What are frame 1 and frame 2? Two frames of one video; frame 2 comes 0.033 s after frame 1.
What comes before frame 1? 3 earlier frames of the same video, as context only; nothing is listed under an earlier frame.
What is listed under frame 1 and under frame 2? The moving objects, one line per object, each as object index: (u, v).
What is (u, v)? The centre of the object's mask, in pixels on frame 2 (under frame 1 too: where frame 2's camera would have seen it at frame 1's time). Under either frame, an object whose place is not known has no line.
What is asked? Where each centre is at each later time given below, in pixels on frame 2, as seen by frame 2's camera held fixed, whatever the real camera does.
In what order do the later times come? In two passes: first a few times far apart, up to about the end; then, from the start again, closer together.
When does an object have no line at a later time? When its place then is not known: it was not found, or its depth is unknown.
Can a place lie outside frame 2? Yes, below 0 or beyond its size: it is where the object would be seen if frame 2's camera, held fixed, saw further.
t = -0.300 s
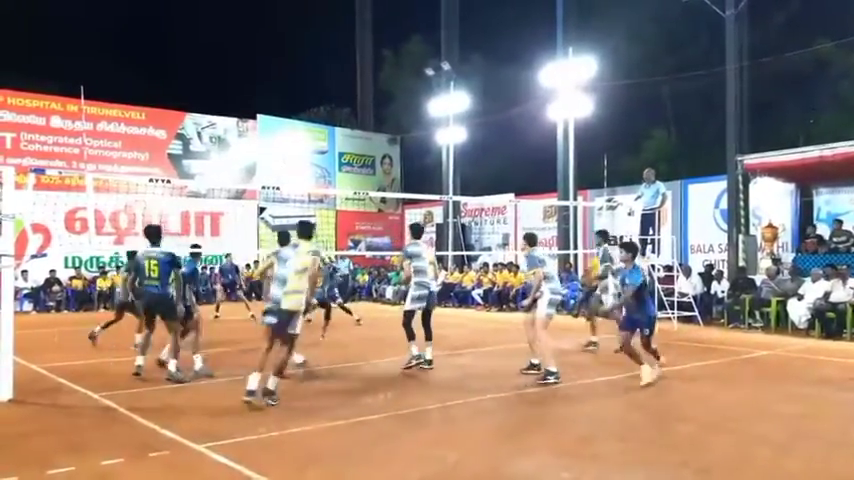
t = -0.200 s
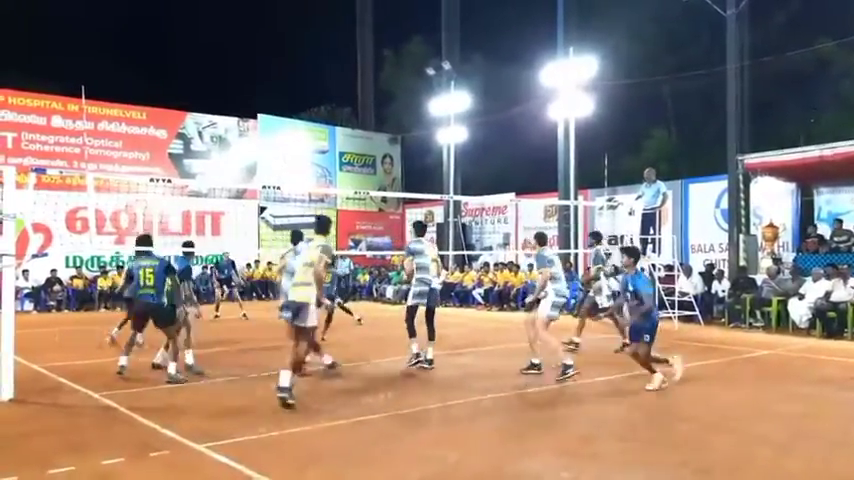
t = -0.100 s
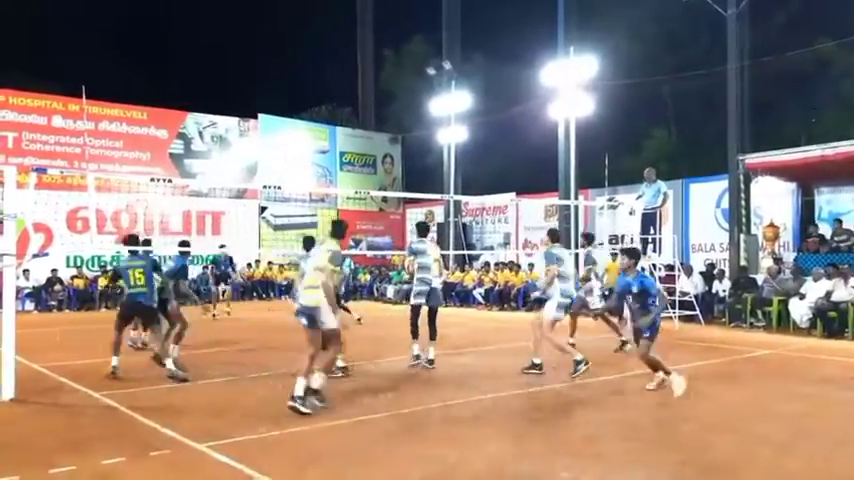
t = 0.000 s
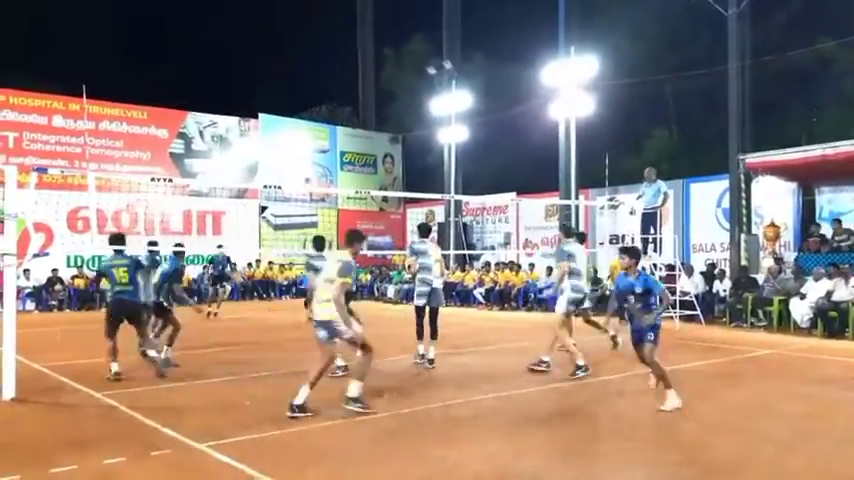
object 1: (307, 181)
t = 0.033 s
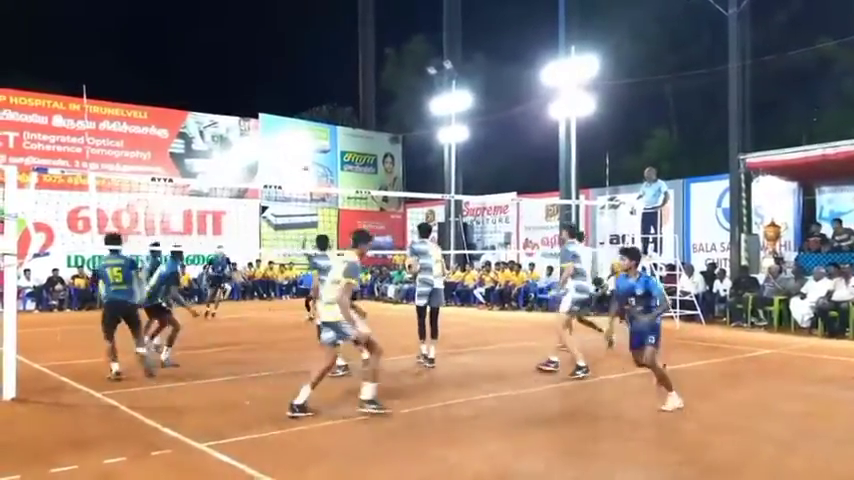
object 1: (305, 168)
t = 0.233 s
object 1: (289, 112)
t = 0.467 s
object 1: (269, 70)
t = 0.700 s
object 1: (247, 53)
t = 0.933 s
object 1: (223, 65)
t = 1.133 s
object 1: (203, 102)
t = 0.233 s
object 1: (289, 112)
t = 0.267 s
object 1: (286, 106)
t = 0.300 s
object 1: (284, 99)
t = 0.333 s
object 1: (281, 92)
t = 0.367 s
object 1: (278, 86)
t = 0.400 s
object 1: (275, 80)
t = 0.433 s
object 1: (272, 75)
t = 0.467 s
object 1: (269, 70)
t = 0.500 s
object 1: (266, 66)
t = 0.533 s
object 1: (263, 63)
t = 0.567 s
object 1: (260, 59)
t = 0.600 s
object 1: (257, 57)
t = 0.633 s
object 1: (253, 55)
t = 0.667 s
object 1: (250, 54)
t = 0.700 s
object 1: (247, 53)
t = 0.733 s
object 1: (244, 53)
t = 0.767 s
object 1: (241, 53)
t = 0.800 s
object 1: (237, 55)
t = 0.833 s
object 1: (234, 56)
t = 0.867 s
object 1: (230, 59)
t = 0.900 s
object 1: (227, 61)
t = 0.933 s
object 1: (223, 65)
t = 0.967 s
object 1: (220, 70)
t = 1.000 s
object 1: (217, 74)
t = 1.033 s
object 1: (213, 81)
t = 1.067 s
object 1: (210, 87)
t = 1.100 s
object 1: (206, 95)
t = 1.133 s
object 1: (203, 102)
